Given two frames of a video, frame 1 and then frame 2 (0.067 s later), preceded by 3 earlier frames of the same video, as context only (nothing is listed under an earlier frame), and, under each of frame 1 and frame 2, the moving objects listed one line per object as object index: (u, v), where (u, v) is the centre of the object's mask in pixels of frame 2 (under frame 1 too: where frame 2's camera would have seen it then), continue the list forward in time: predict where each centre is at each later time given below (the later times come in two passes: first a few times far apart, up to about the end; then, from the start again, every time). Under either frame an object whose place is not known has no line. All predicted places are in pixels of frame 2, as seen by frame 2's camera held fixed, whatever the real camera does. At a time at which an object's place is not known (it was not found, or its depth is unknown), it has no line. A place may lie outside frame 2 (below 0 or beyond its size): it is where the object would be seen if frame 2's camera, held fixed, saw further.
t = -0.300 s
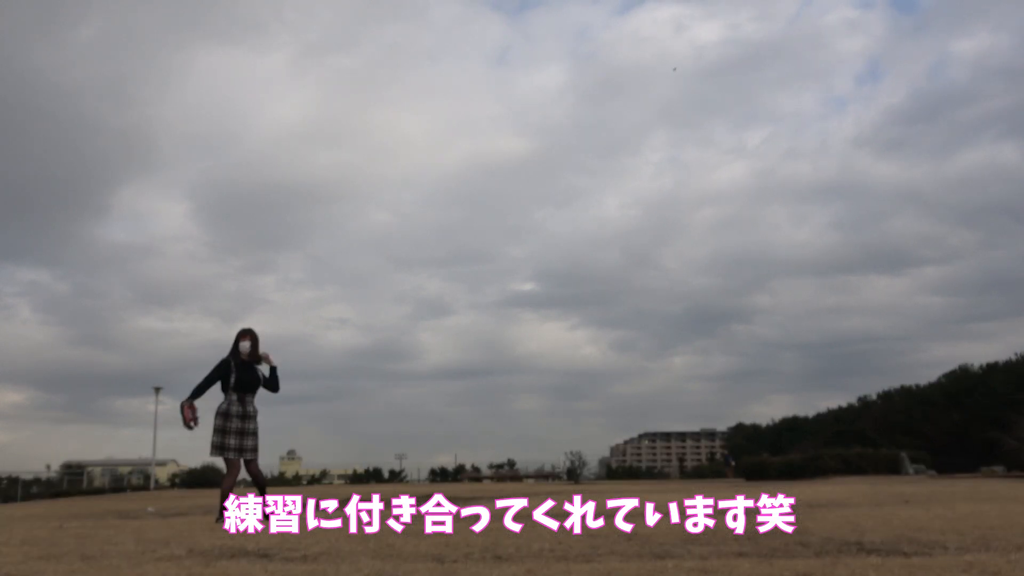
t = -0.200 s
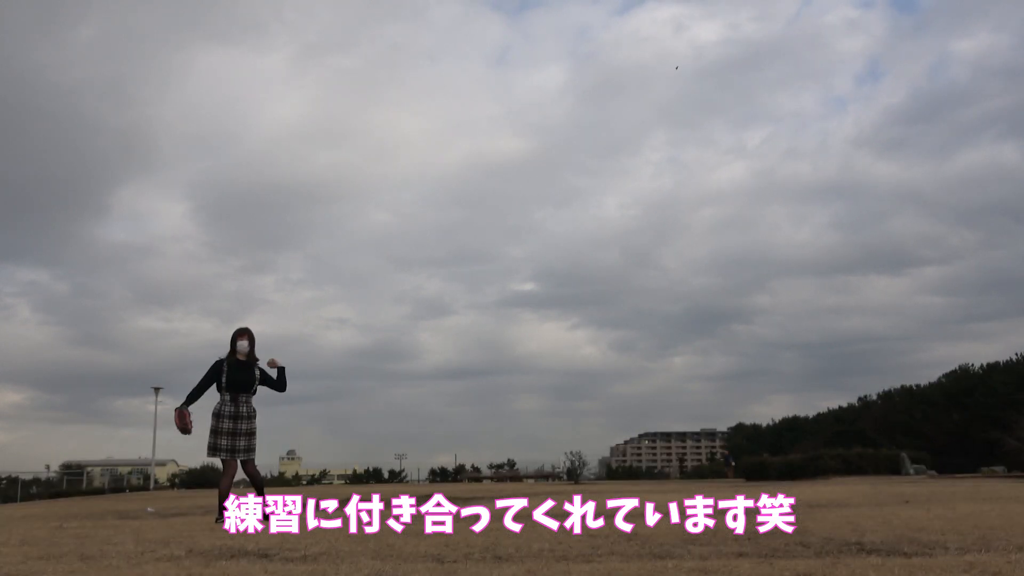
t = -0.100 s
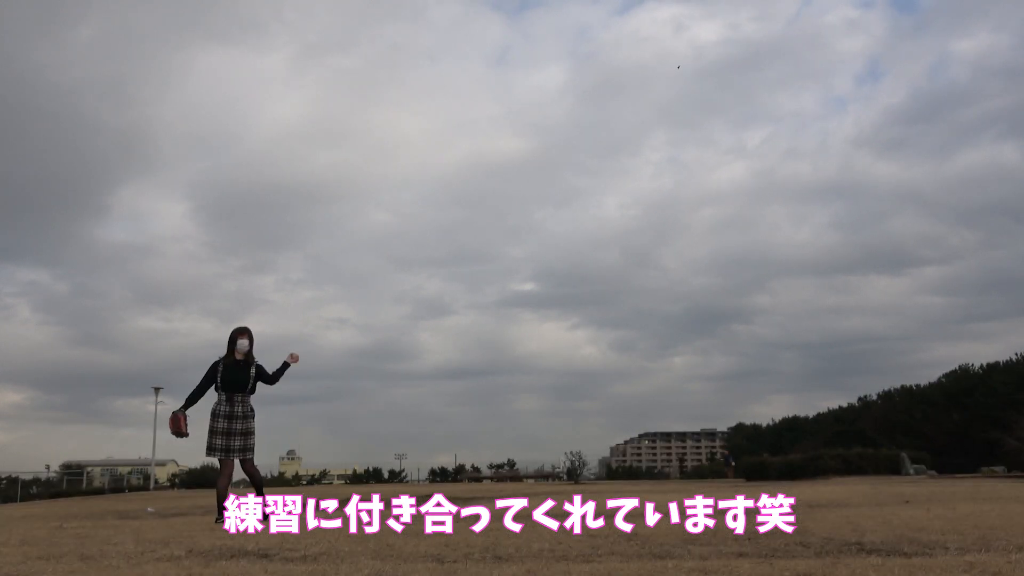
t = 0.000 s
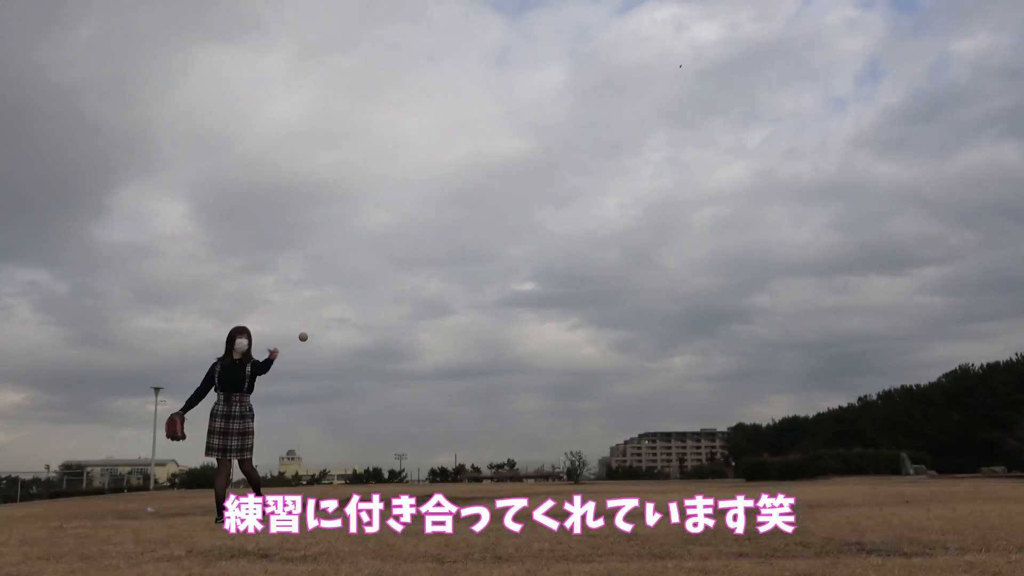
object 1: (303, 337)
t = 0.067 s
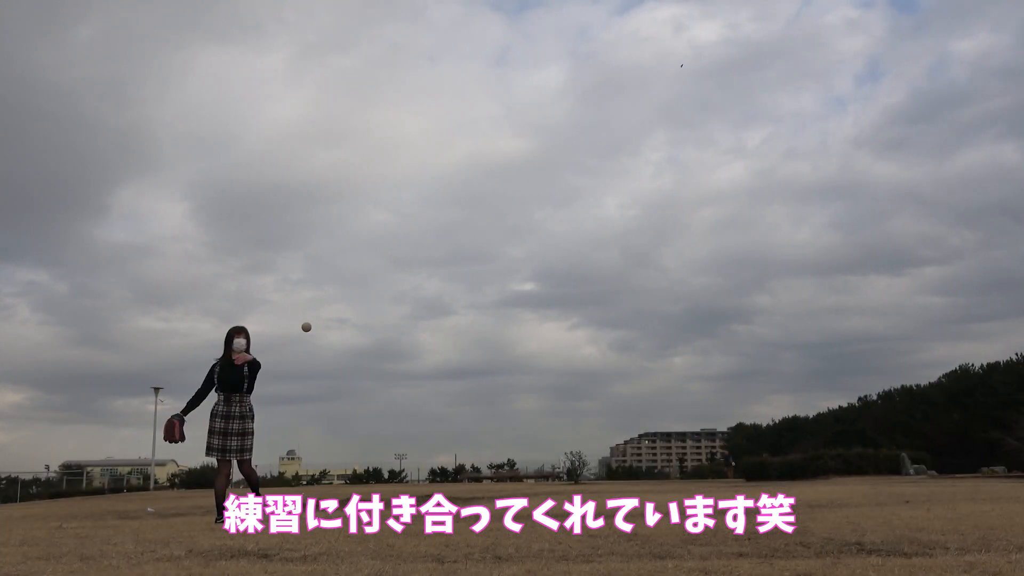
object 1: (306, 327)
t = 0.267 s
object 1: (318, 333)
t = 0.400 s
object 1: (328, 385)
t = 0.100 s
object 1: (308, 324)
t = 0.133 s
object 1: (310, 322)
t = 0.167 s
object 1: (311, 322)
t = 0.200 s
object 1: (313, 324)
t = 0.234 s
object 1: (316, 327)
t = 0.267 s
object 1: (318, 333)
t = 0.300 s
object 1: (320, 341)
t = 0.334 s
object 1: (323, 352)
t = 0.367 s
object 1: (325, 367)
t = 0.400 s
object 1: (328, 385)
